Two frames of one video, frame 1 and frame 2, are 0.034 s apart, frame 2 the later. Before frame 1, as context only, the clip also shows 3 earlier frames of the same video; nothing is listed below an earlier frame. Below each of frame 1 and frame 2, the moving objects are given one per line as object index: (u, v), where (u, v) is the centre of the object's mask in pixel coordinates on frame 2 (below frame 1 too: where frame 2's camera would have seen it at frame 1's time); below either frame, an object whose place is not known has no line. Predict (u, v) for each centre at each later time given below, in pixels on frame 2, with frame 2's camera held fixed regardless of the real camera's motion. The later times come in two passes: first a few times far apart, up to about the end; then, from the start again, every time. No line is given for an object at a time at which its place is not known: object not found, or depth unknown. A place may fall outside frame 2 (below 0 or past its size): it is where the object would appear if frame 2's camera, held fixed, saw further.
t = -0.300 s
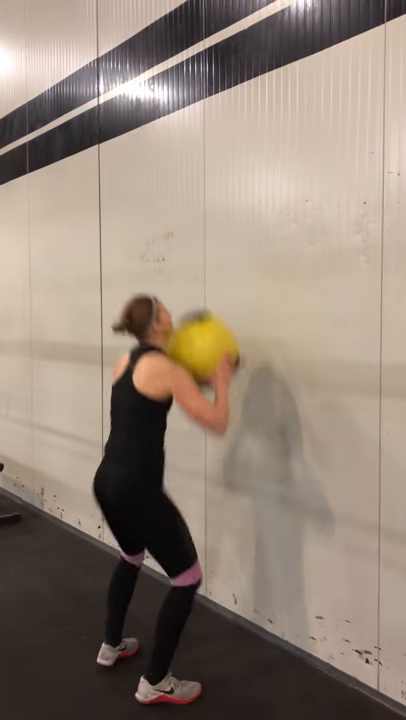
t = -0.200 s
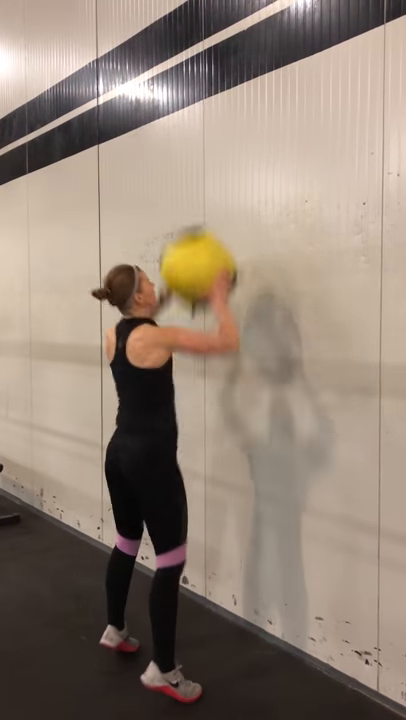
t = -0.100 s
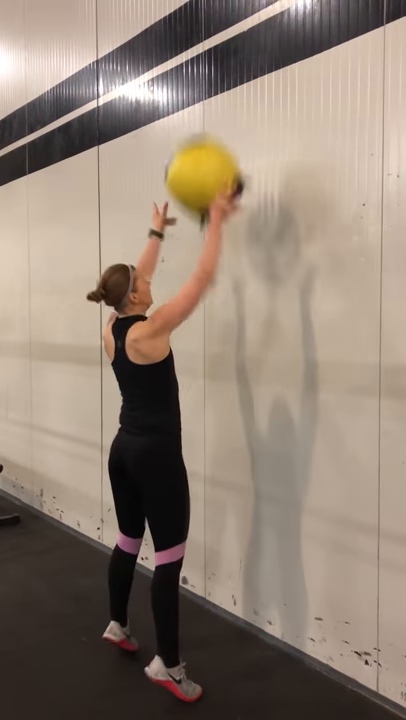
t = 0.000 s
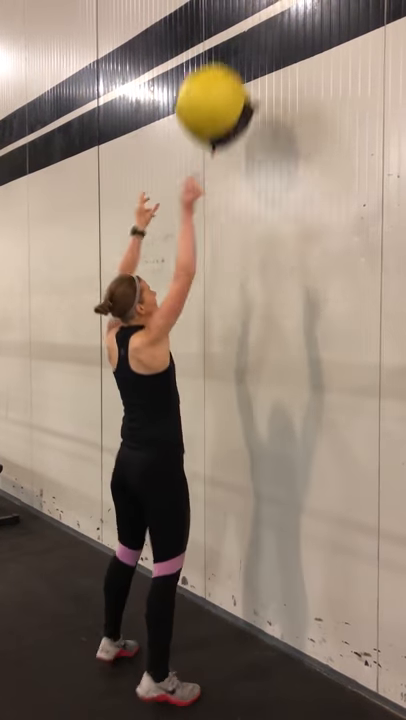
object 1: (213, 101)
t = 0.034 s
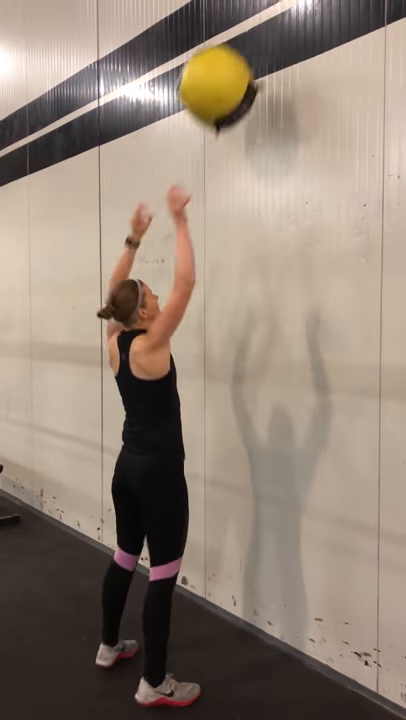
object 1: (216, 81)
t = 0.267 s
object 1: (231, 27)
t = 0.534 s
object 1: (224, 84)
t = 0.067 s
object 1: (217, 65)
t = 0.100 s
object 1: (219, 52)
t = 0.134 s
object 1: (221, 41)
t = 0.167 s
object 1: (224, 34)
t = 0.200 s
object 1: (226, 30)
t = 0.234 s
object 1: (229, 28)
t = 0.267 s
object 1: (231, 27)
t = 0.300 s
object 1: (231, 27)
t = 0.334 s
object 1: (230, 28)
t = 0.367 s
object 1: (229, 31)
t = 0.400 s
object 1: (228, 35)
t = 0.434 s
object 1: (227, 44)
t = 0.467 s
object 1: (226, 54)
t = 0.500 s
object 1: (226, 68)
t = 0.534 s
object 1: (224, 84)
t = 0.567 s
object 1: (225, 101)
